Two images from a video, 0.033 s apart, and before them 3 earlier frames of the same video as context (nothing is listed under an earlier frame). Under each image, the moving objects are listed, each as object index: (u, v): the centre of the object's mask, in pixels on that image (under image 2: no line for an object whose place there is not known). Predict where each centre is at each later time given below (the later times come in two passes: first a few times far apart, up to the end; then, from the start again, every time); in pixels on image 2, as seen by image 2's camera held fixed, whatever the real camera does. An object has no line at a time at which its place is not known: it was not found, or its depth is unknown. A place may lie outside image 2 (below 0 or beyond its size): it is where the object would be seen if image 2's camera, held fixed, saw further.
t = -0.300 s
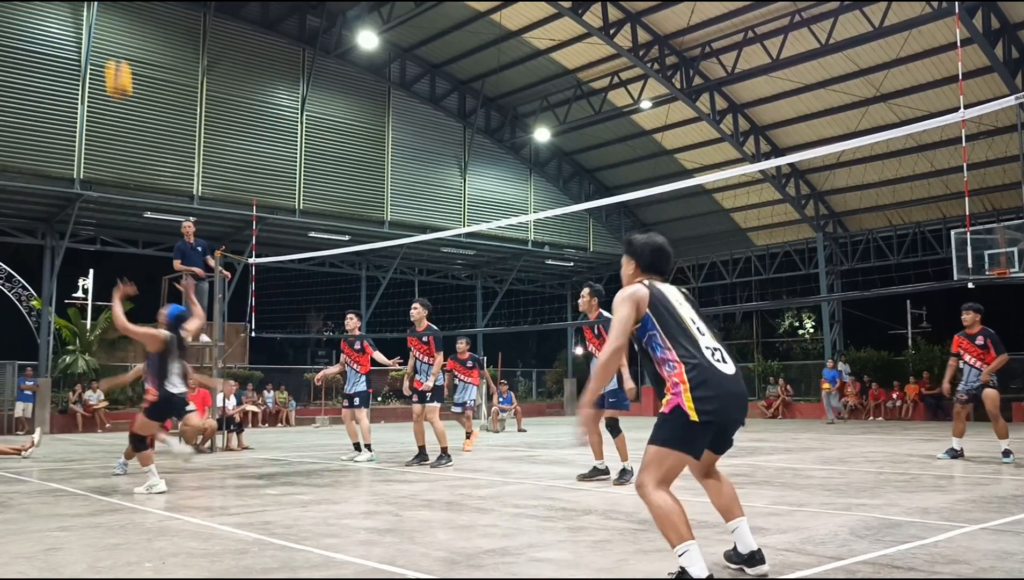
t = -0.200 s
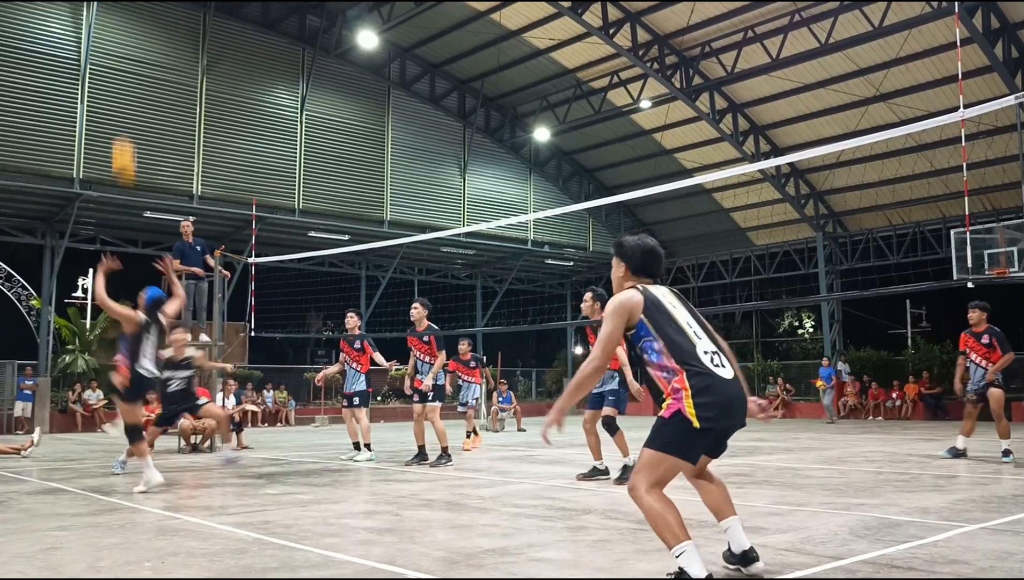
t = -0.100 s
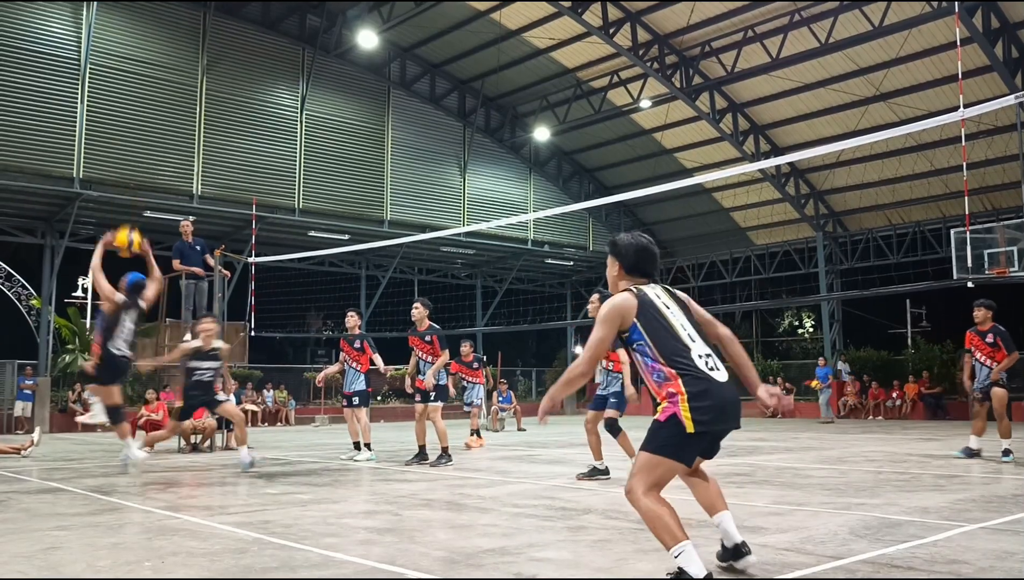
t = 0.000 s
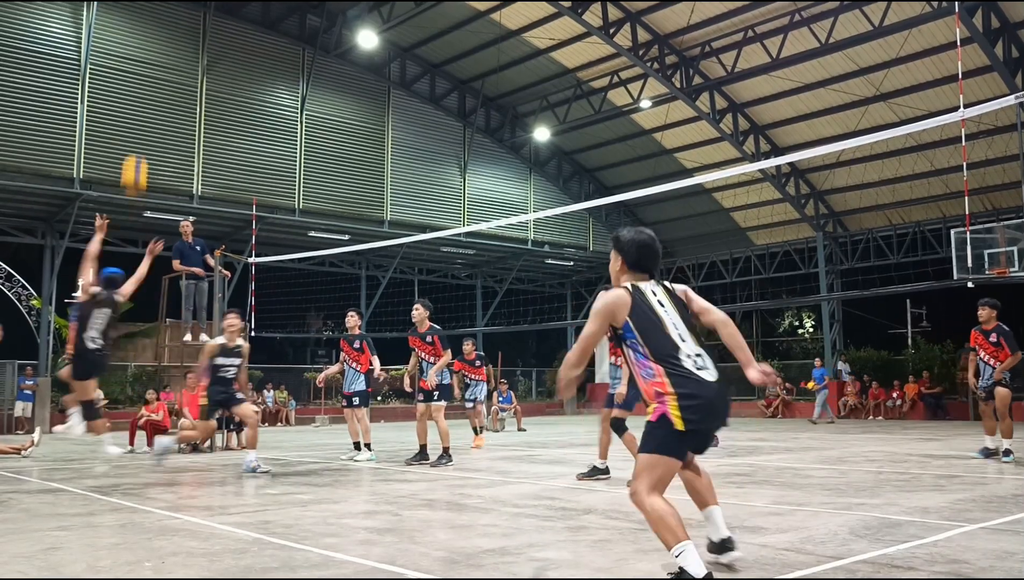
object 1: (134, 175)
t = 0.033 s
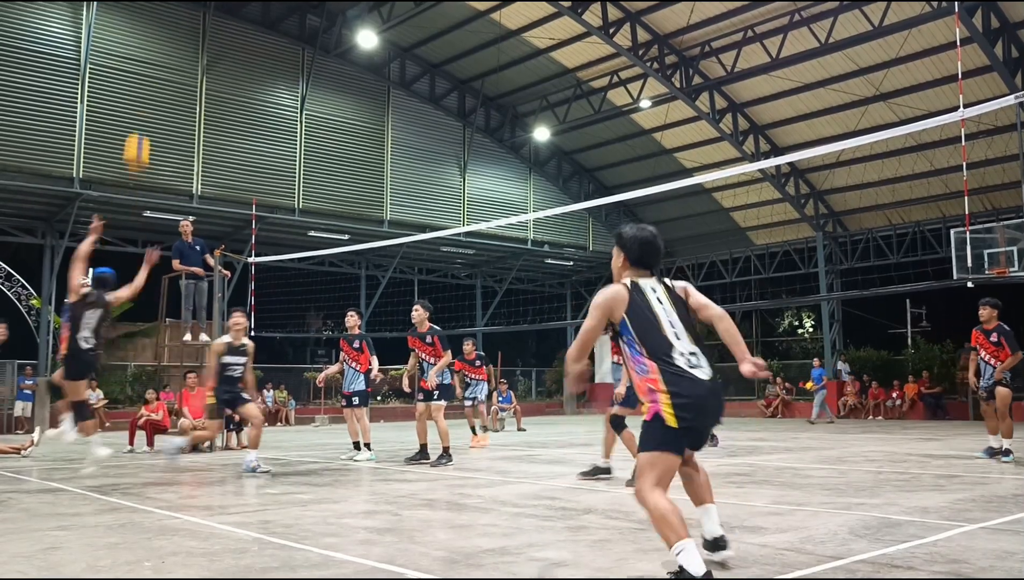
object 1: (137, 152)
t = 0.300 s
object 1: (152, 35)
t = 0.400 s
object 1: (156, 16)
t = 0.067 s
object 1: (139, 132)
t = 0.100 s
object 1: (141, 112)
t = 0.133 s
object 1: (143, 96)
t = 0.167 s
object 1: (146, 80)
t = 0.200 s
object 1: (148, 67)
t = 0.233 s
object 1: (149, 55)
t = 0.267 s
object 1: (151, 44)
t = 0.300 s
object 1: (152, 35)
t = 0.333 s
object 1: (154, 27)
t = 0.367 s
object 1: (155, 21)
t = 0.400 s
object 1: (156, 16)
